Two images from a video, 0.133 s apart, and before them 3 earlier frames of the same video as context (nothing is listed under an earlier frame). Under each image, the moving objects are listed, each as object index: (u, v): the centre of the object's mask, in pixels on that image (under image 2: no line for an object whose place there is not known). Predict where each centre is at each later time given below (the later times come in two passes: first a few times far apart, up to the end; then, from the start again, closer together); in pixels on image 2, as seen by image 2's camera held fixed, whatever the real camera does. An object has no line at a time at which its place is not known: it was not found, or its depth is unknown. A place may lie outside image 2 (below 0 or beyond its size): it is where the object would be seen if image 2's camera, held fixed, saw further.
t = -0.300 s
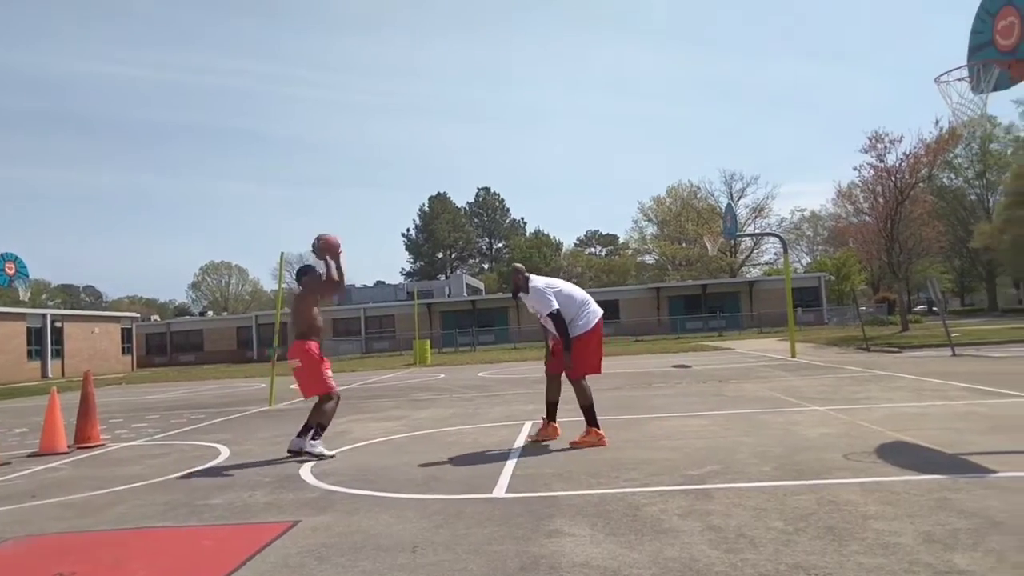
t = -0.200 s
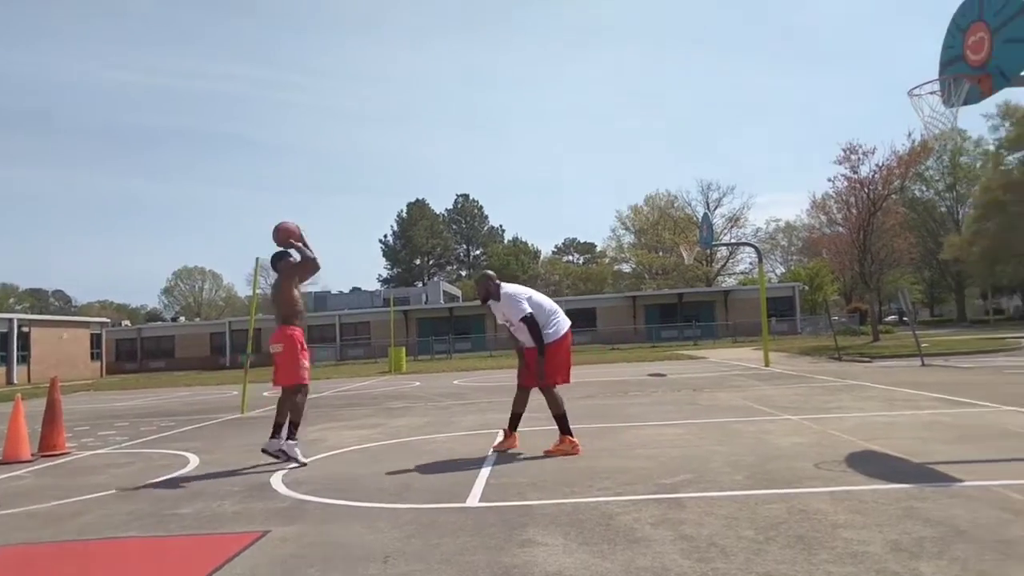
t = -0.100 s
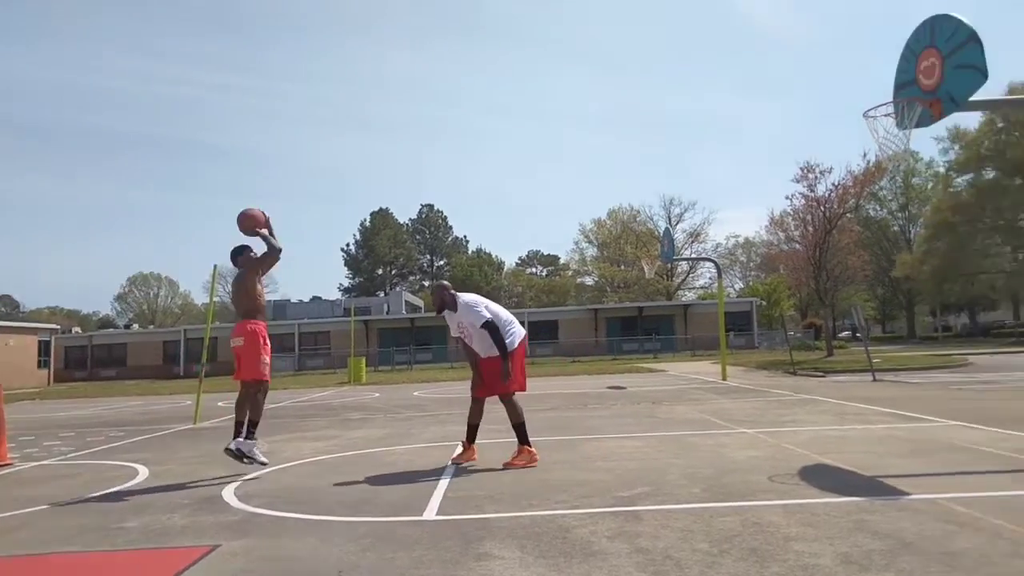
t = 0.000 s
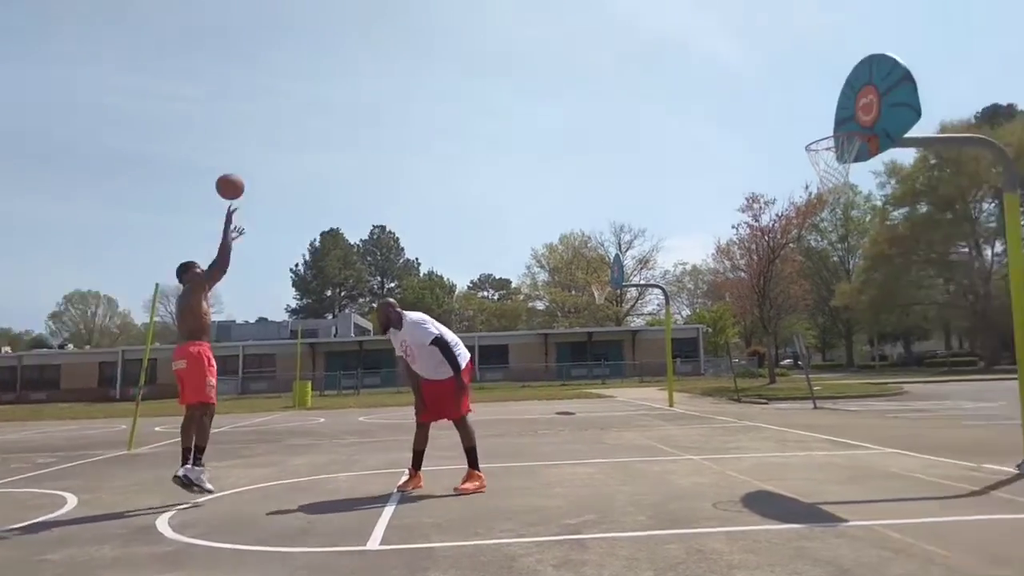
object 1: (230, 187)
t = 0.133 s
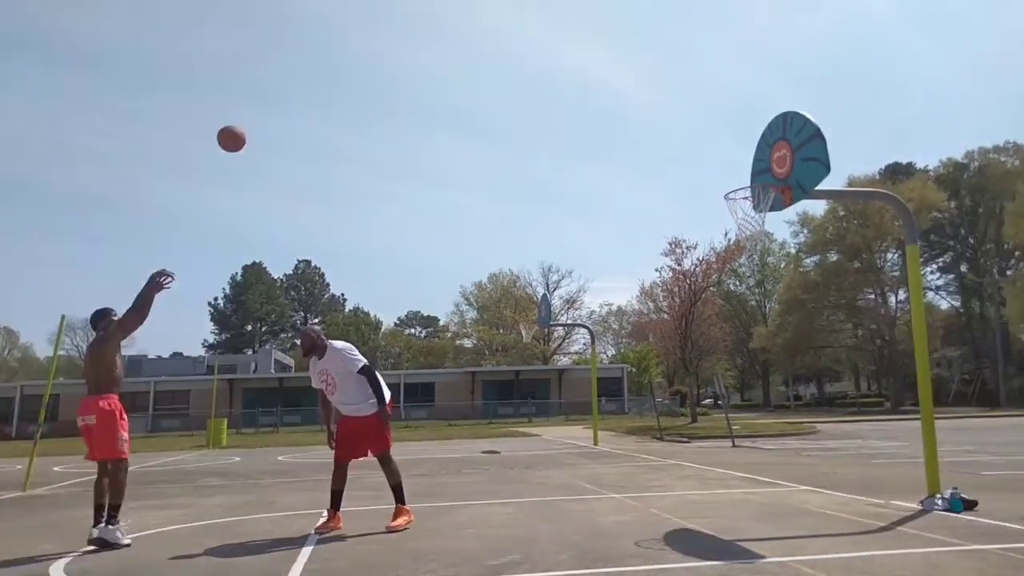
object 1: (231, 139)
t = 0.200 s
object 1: (266, 107)
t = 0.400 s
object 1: (370, 43)
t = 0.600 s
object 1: (471, 22)
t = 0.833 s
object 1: (583, 49)
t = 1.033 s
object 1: (675, 106)
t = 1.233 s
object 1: (756, 199)
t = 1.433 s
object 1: (728, 289)
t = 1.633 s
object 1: (706, 405)
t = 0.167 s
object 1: (249, 121)
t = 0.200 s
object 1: (266, 107)
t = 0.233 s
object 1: (282, 94)
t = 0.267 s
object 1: (299, 82)
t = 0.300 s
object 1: (316, 70)
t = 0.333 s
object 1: (334, 61)
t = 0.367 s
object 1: (352, 52)
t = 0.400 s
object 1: (370, 43)
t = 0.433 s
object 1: (386, 39)
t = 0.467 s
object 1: (404, 33)
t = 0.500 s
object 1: (421, 28)
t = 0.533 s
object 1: (438, 26)
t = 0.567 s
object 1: (455, 24)
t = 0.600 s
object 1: (471, 22)
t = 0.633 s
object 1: (487, 24)
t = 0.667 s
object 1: (503, 26)
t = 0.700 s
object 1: (519, 28)
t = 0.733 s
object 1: (535, 32)
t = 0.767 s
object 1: (552, 36)
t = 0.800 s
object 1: (568, 42)
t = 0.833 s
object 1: (583, 49)
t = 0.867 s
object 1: (599, 55)
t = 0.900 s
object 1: (614, 63)
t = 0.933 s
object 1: (629, 72)
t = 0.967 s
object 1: (644, 83)
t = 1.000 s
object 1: (659, 94)
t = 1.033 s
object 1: (675, 106)
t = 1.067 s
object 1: (690, 120)
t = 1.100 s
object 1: (706, 135)
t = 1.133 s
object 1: (722, 150)
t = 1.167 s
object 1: (738, 167)
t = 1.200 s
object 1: (750, 182)
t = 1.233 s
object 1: (756, 199)
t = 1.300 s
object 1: (742, 236)
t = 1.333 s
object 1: (739, 247)
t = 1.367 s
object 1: (734, 259)
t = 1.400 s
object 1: (730, 274)
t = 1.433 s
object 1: (728, 289)
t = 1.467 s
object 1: (723, 304)
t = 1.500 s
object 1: (720, 323)
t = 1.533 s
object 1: (717, 341)
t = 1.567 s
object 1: (713, 362)
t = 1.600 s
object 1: (709, 382)
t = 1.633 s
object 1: (706, 405)
